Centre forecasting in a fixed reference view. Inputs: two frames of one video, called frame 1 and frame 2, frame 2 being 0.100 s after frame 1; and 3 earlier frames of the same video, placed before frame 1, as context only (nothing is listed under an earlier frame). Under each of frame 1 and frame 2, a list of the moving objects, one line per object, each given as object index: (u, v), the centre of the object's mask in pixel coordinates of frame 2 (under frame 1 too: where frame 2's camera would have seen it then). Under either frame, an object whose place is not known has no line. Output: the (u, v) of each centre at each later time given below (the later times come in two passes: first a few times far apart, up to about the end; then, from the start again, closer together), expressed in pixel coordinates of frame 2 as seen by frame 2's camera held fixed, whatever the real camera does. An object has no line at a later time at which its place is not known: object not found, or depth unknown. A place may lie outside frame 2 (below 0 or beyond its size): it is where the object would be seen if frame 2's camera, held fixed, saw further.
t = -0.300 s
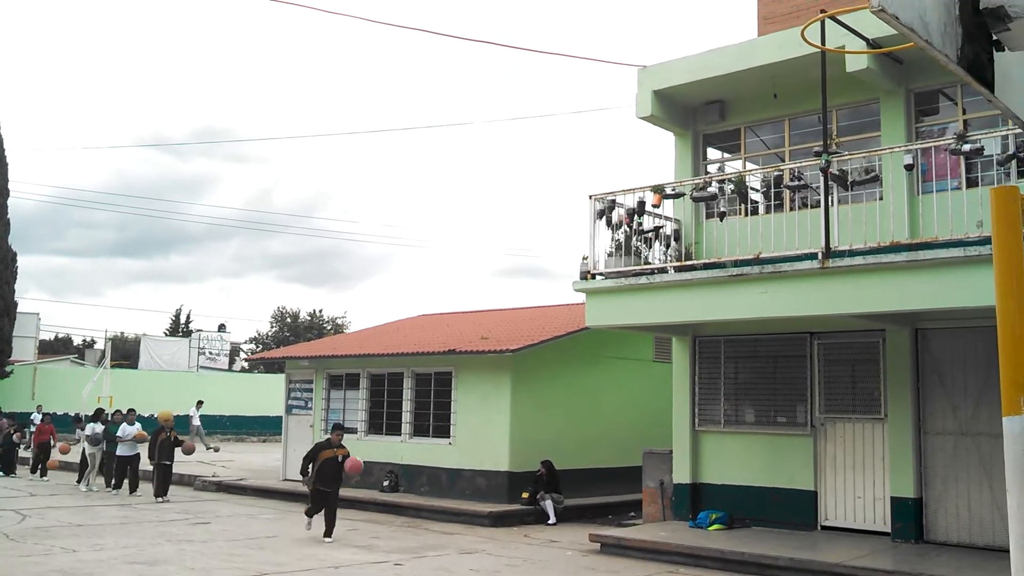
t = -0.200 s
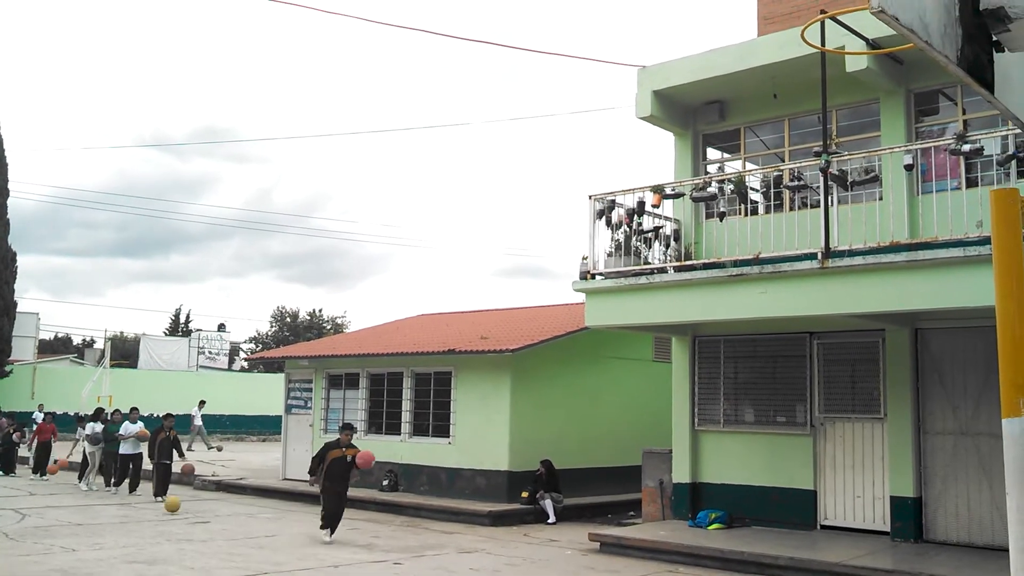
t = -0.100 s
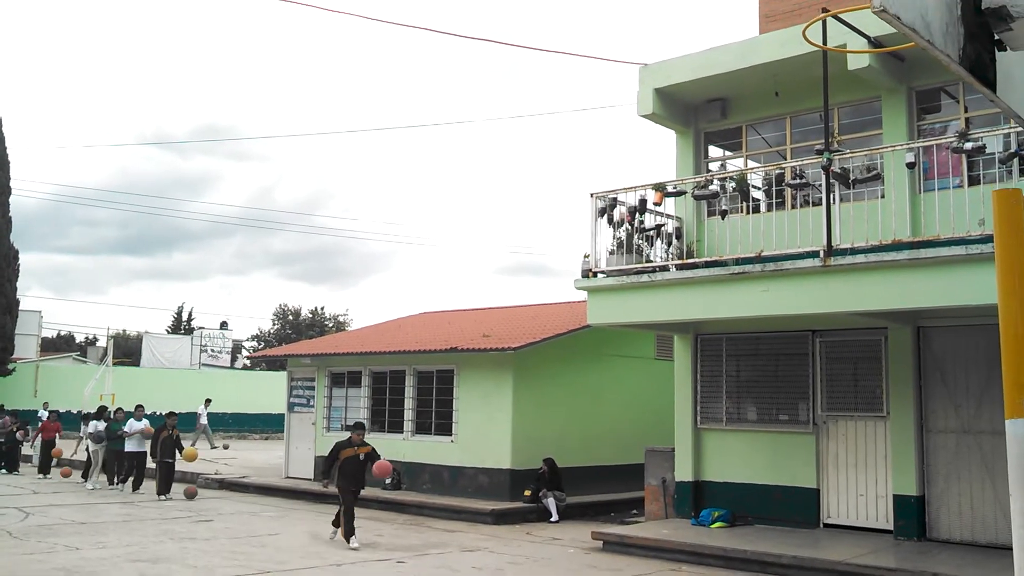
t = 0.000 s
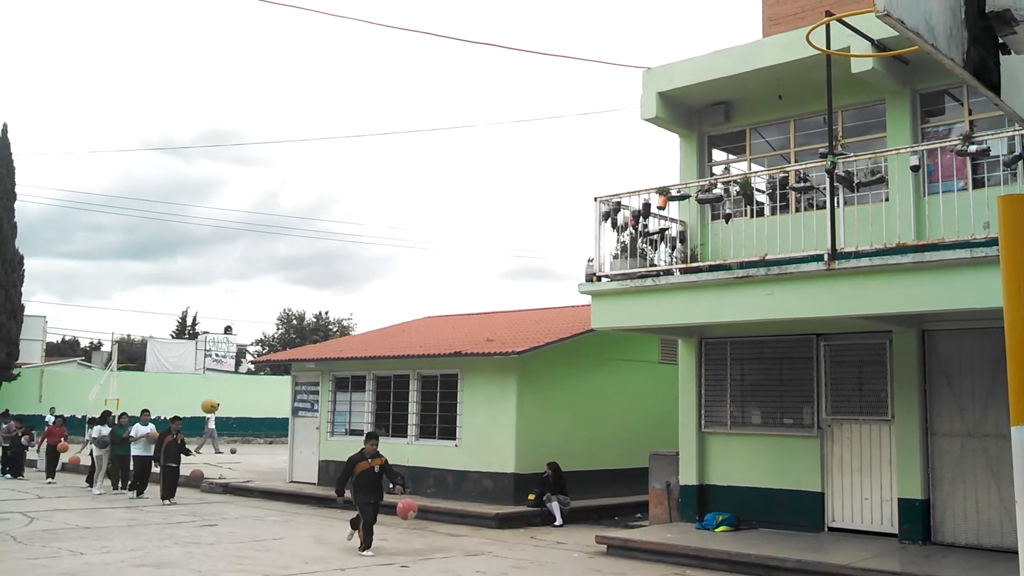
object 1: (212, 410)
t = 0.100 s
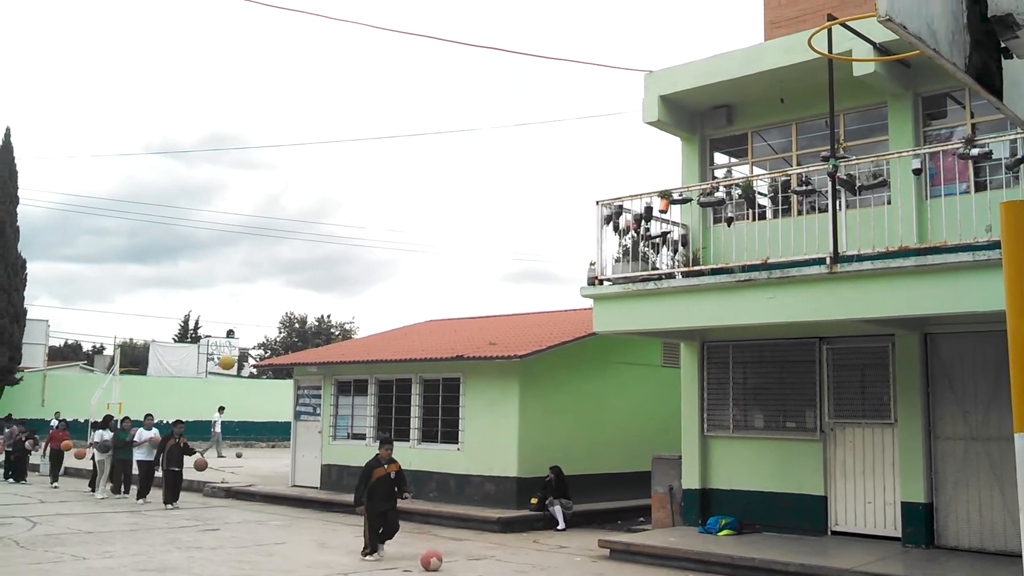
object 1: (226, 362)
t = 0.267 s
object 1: (252, 294)
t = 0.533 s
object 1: (295, 220)
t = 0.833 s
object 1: (342, 190)
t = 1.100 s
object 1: (387, 216)
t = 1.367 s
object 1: (434, 304)
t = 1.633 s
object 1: (485, 467)
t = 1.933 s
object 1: (546, 464)
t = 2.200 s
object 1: (601, 362)
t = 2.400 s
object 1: (644, 326)
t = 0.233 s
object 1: (247, 307)
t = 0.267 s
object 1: (252, 294)
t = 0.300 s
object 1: (258, 283)
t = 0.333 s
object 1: (263, 272)
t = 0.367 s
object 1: (269, 261)
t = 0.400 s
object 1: (273, 251)
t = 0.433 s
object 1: (279, 243)
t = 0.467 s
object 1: (284, 235)
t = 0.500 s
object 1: (290, 227)
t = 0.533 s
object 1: (295, 220)
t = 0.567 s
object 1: (300, 214)
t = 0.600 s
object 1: (305, 209)
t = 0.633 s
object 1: (310, 204)
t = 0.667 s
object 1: (315, 200)
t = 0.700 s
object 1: (321, 196)
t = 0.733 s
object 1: (326, 193)
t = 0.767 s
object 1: (332, 192)
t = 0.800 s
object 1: (337, 190)
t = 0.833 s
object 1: (342, 190)
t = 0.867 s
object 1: (348, 189)
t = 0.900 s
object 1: (353, 190)
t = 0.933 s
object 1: (359, 193)
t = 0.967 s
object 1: (365, 196)
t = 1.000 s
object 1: (370, 200)
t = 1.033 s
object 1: (376, 204)
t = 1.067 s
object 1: (381, 209)
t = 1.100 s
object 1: (387, 216)
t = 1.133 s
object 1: (393, 224)
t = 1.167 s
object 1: (399, 232)
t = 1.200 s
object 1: (404, 242)
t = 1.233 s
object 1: (410, 252)
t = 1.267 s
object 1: (416, 263)
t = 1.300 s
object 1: (422, 276)
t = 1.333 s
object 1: (428, 290)
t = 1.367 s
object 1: (434, 304)
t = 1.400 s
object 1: (440, 320)
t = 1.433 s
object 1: (445, 337)
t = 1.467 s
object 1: (452, 355)
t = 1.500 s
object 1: (458, 374)
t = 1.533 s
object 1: (465, 395)
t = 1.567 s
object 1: (472, 418)
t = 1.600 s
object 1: (478, 441)
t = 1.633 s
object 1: (485, 467)
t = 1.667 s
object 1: (492, 494)
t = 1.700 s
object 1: (499, 522)
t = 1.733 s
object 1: (506, 552)
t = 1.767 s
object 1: (513, 556)
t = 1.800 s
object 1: (521, 535)
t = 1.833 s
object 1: (525, 518)
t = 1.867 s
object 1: (532, 499)
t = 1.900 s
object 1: (539, 481)
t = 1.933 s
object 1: (546, 464)
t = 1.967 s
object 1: (552, 449)
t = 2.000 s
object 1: (559, 433)
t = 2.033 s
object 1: (566, 419)
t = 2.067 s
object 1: (573, 406)
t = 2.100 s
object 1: (580, 394)
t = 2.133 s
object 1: (587, 383)
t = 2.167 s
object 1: (594, 372)
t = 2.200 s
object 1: (601, 362)
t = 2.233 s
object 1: (608, 354)
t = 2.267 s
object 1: (615, 346)
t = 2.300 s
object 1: (622, 339)
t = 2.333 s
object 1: (630, 334)
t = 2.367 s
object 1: (637, 330)
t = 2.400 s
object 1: (644, 326)
